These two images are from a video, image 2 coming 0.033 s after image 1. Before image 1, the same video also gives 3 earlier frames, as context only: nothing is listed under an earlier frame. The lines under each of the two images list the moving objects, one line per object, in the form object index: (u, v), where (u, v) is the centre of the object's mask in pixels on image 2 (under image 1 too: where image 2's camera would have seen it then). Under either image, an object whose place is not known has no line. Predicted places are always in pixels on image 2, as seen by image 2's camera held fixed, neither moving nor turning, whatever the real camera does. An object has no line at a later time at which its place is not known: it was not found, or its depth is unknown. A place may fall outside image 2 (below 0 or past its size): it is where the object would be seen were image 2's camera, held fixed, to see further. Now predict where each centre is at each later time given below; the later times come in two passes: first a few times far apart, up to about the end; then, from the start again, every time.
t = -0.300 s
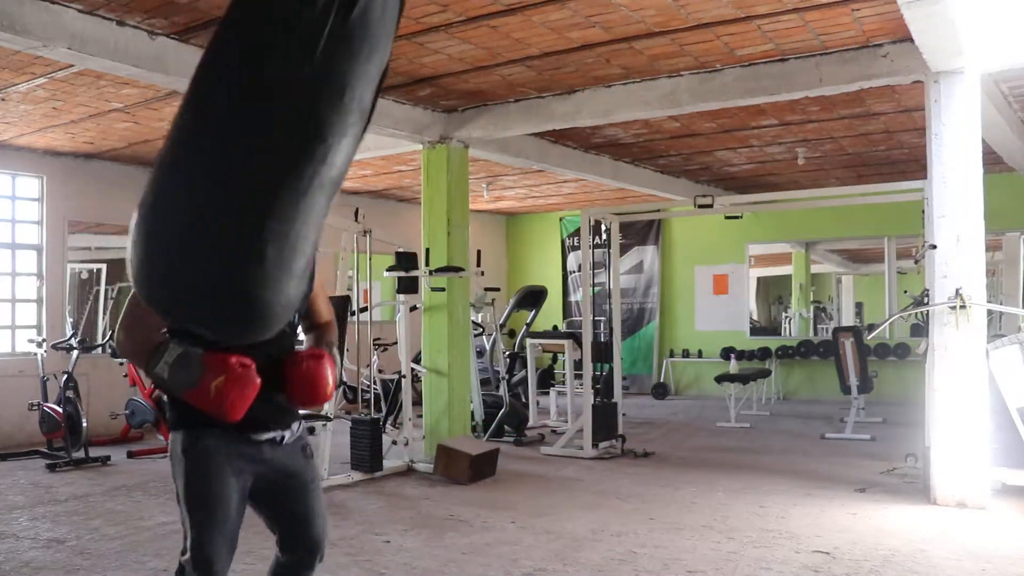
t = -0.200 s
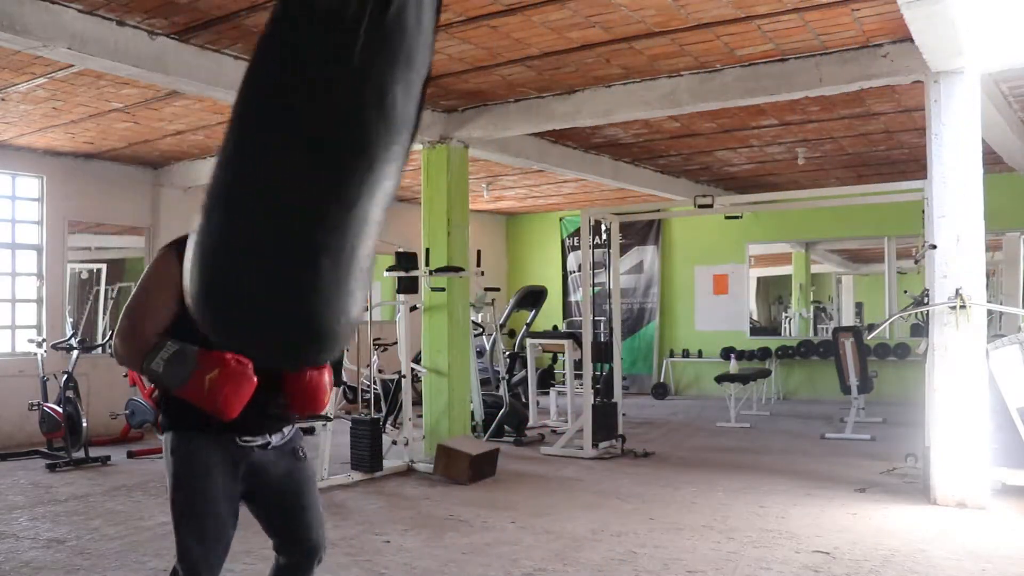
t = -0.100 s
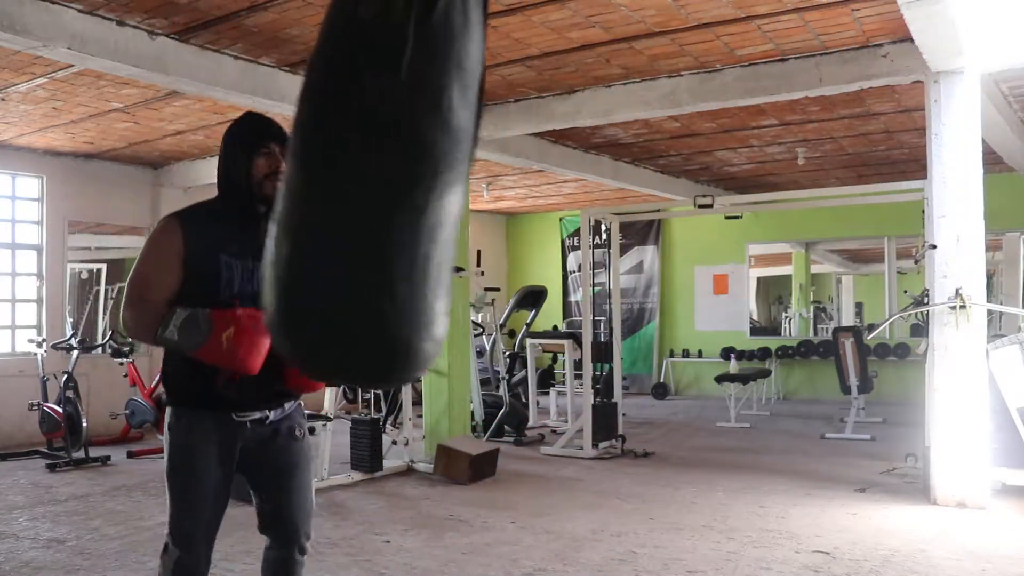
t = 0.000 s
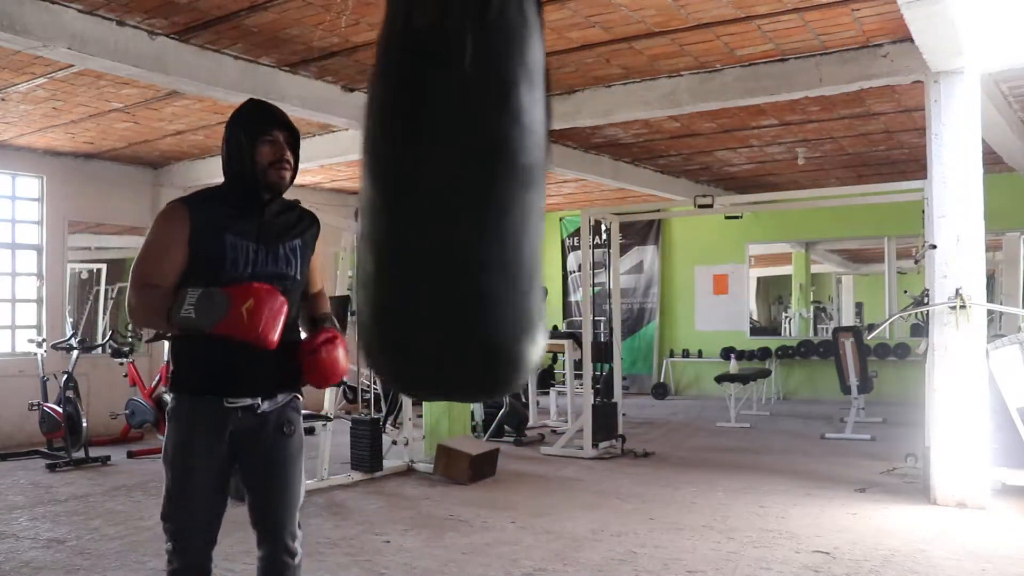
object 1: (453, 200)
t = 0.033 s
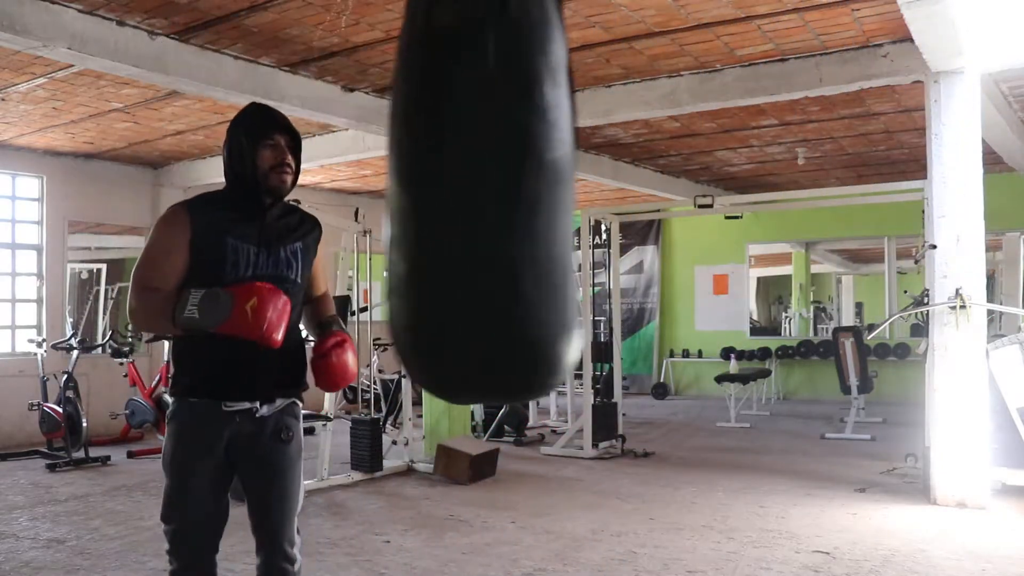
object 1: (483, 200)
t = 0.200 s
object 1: (625, 191)
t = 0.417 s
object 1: (790, 156)
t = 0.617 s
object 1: (860, 137)
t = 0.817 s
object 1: (822, 149)
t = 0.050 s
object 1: (498, 201)
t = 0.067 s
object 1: (510, 200)
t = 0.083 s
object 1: (527, 201)
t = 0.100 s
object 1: (543, 201)
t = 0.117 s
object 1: (556, 199)
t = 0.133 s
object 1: (568, 197)
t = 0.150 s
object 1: (584, 197)
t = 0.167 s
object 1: (596, 194)
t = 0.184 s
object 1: (613, 193)
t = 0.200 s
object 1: (625, 191)
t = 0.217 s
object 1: (638, 188)
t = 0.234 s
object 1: (652, 186)
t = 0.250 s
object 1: (670, 185)
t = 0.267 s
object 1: (683, 183)
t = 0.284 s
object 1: (693, 179)
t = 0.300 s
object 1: (707, 176)
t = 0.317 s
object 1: (723, 174)
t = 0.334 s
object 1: (734, 171)
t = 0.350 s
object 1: (748, 168)
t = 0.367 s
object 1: (757, 165)
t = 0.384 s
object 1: (770, 163)
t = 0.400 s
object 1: (778, 159)
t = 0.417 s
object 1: (790, 156)
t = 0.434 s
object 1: (797, 154)
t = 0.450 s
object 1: (807, 152)
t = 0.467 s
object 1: (816, 149)
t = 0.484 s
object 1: (824, 147)
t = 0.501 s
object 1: (832, 146)
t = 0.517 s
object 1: (839, 144)
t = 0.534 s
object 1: (842, 142)
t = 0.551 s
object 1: (847, 140)
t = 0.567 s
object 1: (853, 140)
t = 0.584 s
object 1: (856, 139)
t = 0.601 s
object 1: (856, 137)
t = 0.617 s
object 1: (860, 137)
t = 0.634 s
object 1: (857, 136)
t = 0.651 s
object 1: (861, 136)
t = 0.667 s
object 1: (857, 136)
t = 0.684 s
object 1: (857, 136)
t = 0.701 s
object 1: (856, 137)
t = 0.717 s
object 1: (856, 139)
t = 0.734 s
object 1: (853, 141)
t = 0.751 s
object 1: (846, 141)
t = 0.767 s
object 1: (841, 143)
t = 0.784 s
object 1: (836, 145)
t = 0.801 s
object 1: (831, 147)
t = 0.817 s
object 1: (822, 149)
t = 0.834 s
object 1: (815, 153)
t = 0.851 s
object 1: (804, 154)
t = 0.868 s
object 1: (796, 157)
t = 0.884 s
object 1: (783, 160)
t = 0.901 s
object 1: (772, 163)
